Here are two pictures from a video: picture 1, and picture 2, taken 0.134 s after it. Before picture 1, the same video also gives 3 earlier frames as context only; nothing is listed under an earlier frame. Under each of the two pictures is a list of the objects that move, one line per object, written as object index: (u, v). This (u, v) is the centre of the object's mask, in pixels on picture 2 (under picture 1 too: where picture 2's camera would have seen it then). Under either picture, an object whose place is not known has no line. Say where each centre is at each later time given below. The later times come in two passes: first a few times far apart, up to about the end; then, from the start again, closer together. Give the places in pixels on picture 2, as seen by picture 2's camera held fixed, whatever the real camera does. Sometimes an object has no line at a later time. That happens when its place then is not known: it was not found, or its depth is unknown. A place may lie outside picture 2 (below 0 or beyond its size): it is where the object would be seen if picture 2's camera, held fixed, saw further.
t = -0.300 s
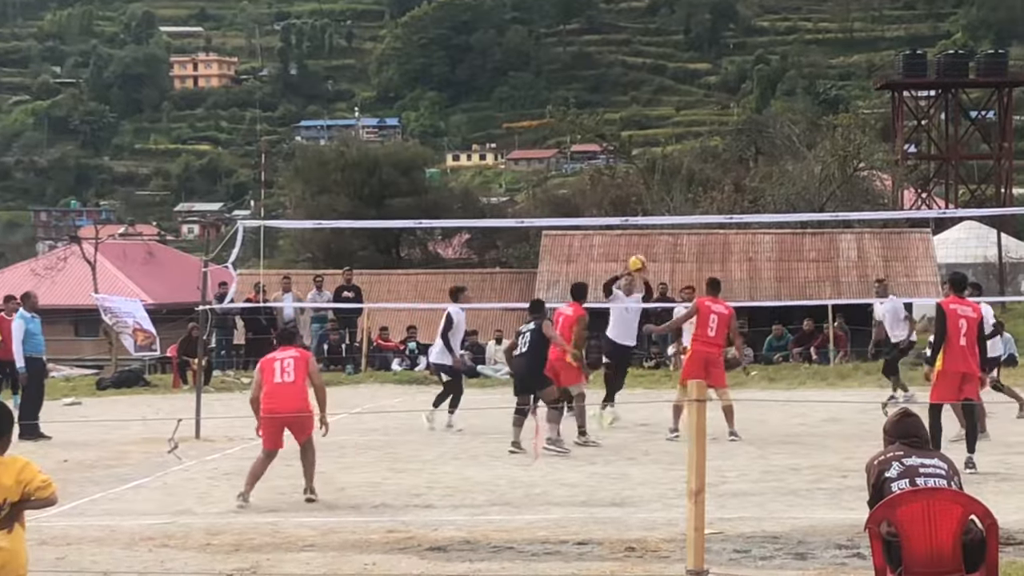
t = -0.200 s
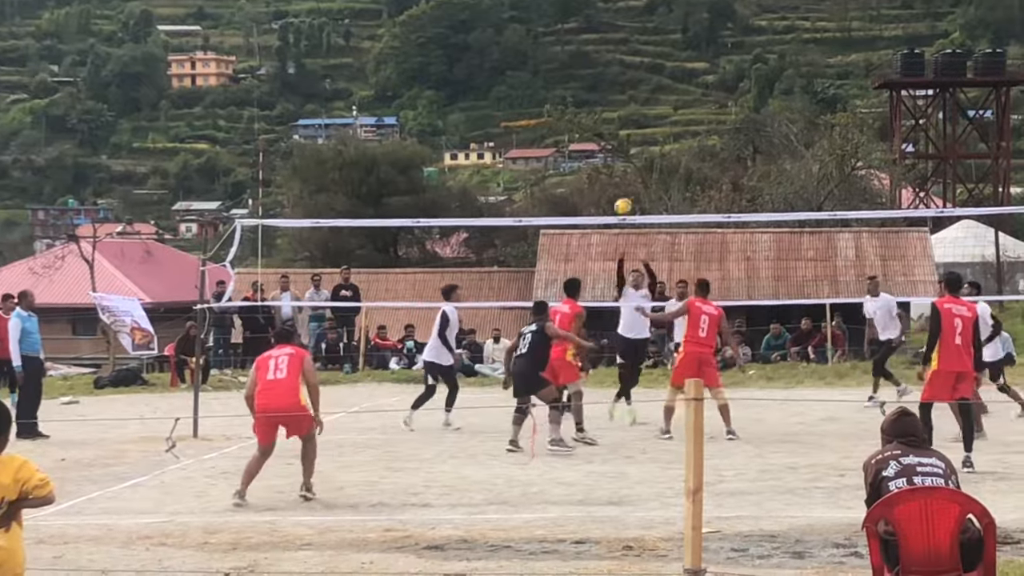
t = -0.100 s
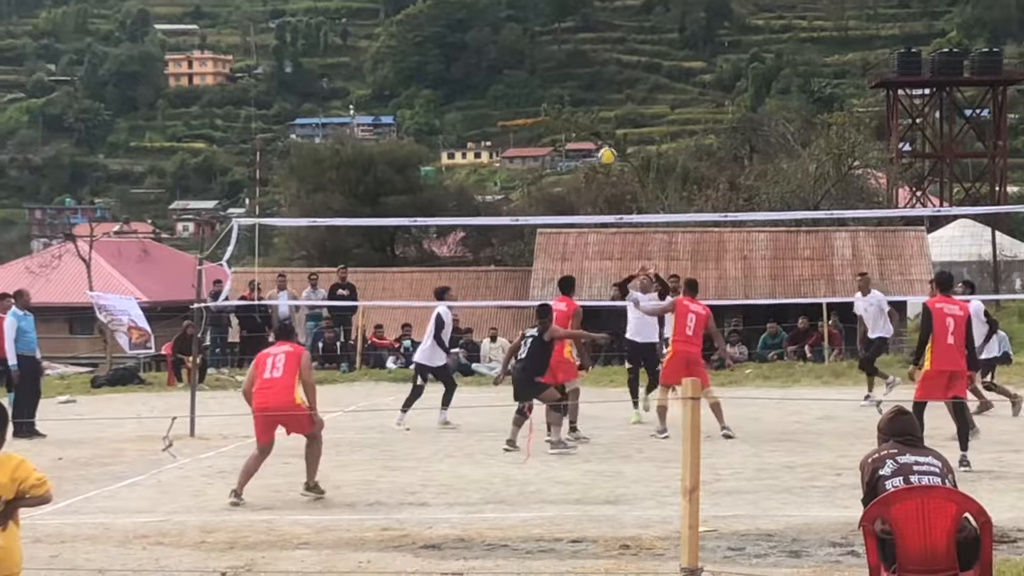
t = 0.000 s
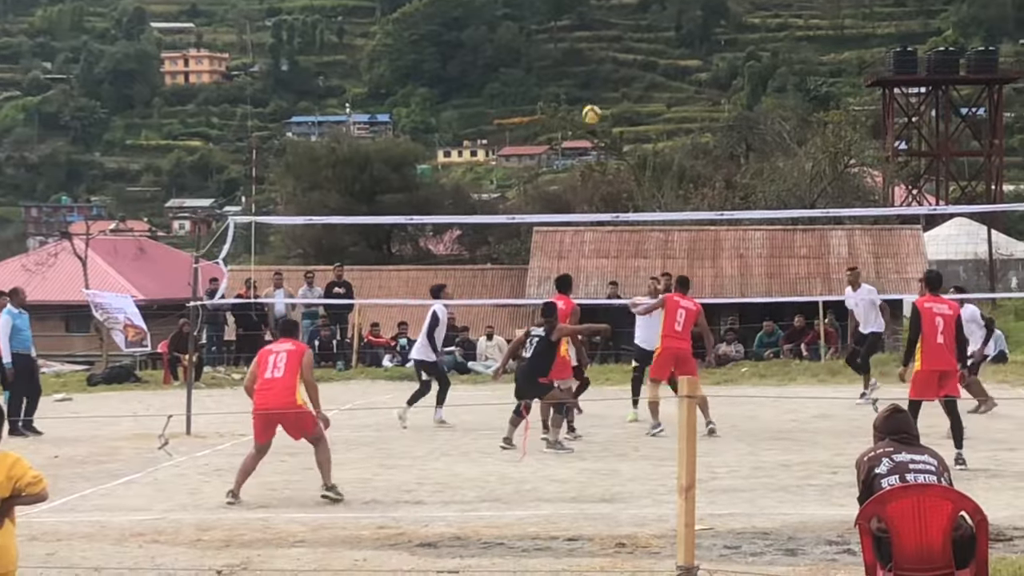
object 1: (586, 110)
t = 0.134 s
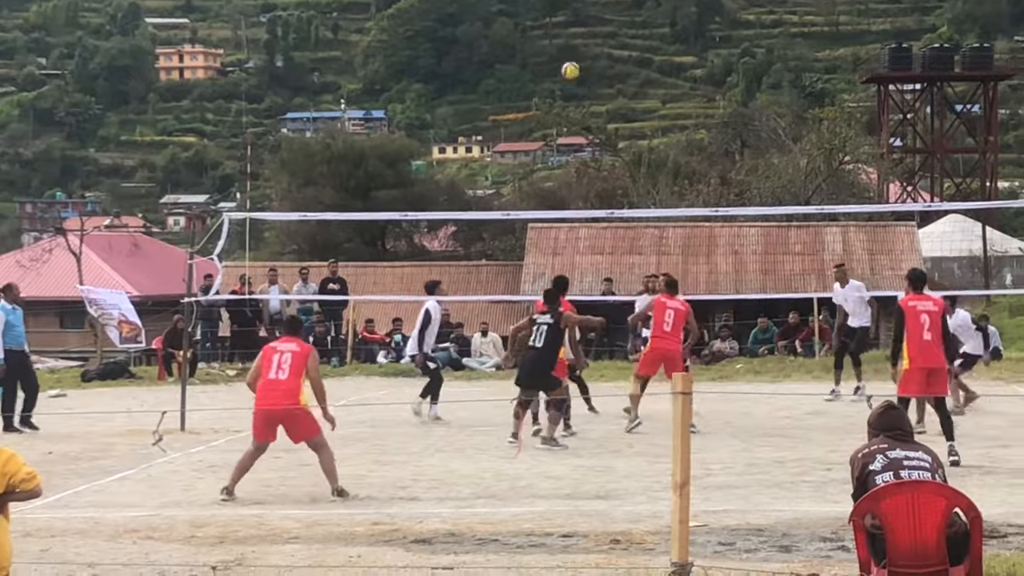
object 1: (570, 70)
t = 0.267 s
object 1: (553, 45)
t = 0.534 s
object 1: (526, 40)
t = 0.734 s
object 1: (508, 77)
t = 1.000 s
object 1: (494, 176)
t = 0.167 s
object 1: (565, 61)
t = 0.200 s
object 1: (559, 53)
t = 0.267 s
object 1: (553, 45)
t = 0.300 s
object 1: (548, 39)
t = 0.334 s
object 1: (543, 36)
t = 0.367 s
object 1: (544, 37)
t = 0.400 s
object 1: (538, 36)
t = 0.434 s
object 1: (534, 34)
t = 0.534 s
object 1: (526, 40)
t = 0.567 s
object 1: (521, 43)
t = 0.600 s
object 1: (519, 49)
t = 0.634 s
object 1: (518, 56)
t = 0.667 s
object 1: (514, 61)
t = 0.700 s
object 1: (510, 67)
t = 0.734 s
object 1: (508, 77)
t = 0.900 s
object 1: (499, 131)
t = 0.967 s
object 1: (498, 162)
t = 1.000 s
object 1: (494, 176)
